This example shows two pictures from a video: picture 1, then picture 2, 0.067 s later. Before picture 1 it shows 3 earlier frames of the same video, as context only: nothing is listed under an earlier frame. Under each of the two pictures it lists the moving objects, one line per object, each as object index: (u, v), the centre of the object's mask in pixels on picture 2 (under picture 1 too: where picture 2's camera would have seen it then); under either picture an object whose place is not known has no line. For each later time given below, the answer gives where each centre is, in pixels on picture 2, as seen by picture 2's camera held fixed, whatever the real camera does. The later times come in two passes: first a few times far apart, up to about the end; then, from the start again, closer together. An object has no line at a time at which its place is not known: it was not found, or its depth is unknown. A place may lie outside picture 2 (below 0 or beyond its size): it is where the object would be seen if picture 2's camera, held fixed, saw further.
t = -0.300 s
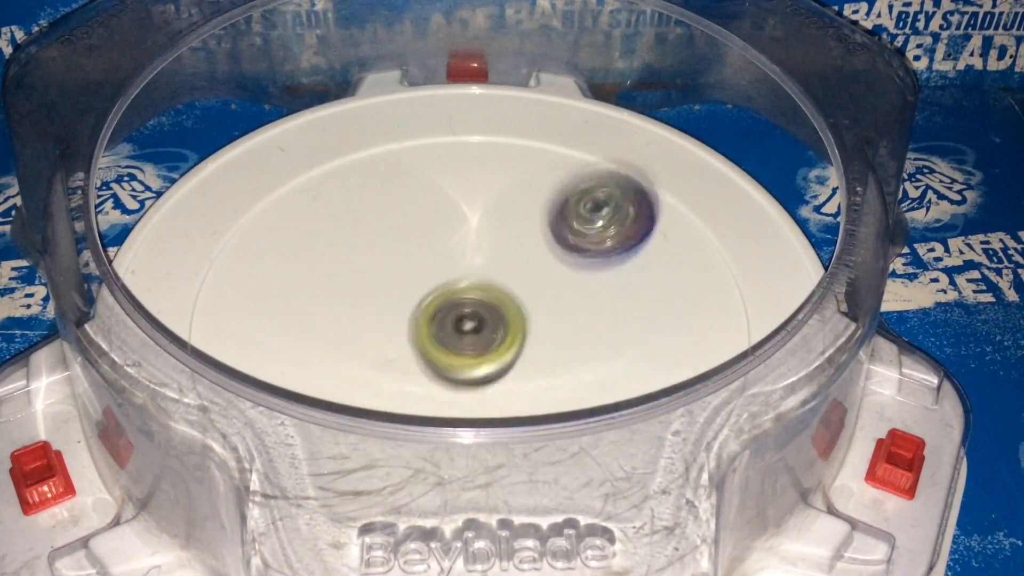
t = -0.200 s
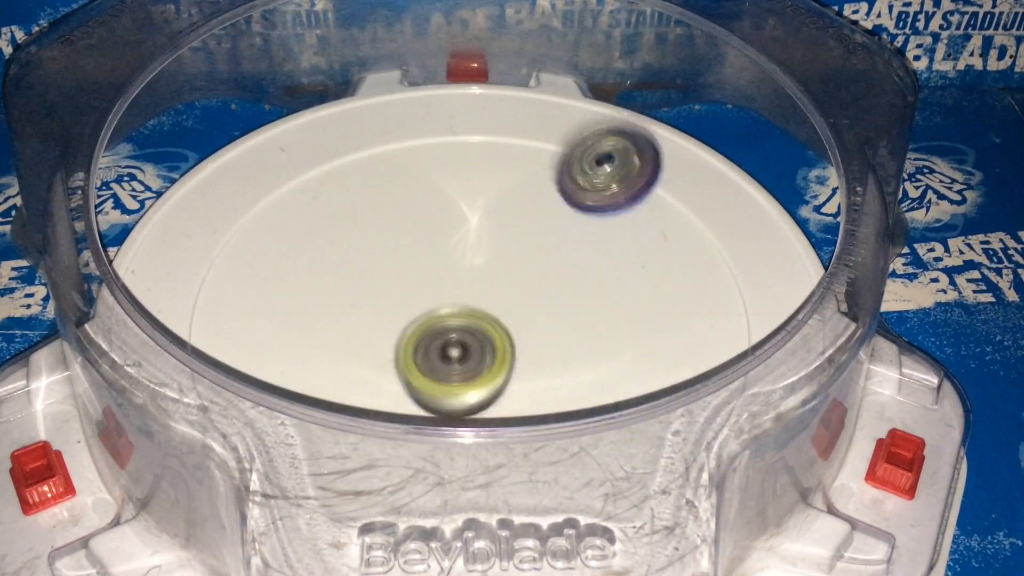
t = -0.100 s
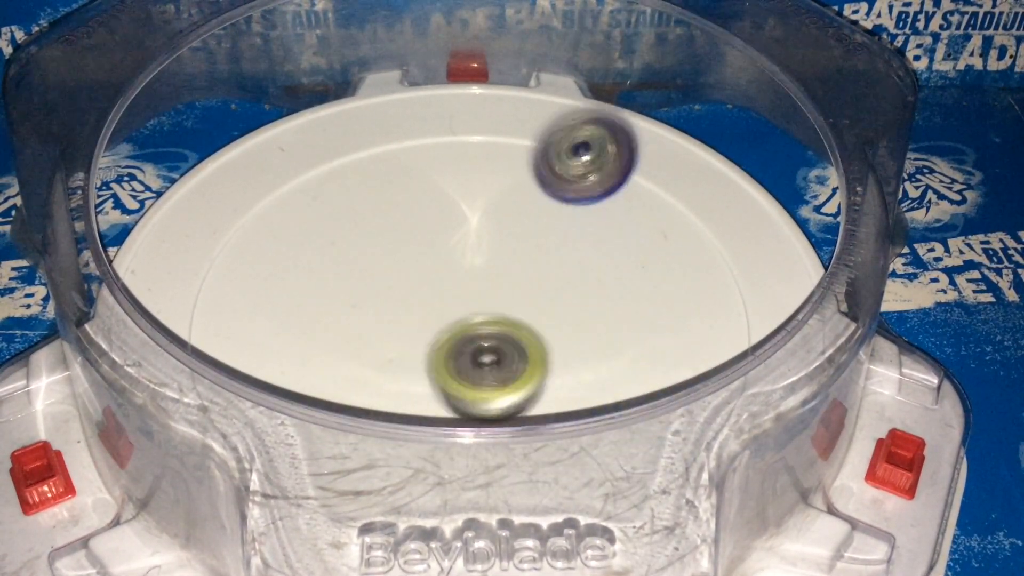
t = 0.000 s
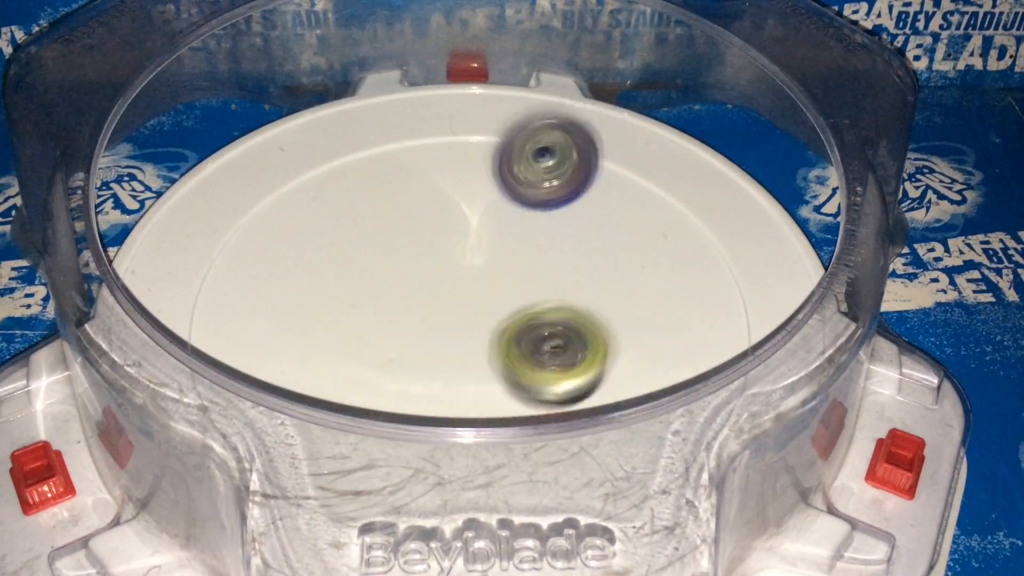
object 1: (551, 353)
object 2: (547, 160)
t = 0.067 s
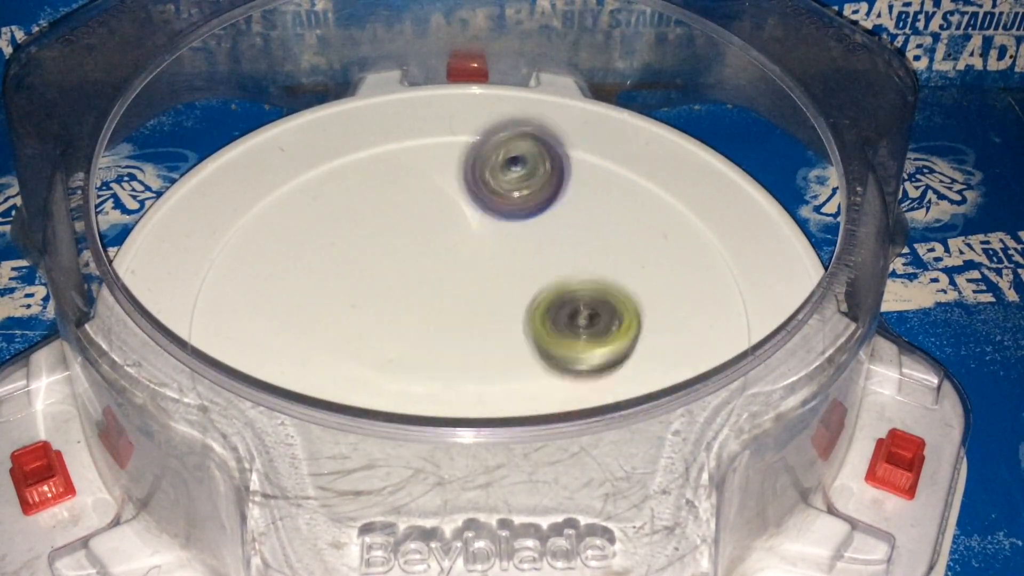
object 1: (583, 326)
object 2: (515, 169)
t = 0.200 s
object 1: (570, 259)
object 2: (456, 202)
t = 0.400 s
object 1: (465, 249)
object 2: (344, 251)
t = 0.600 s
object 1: (527, 312)
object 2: (246, 298)
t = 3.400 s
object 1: (611, 293)
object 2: (516, 200)
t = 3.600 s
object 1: (596, 214)
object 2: (427, 205)
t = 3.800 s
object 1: (465, 236)
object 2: (346, 251)
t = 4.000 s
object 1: (458, 328)
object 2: (284, 324)
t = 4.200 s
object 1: (547, 379)
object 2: (361, 385)
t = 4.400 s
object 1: (593, 322)
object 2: (530, 396)
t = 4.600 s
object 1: (488, 243)
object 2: (628, 365)
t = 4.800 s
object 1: (362, 233)
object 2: (589, 283)
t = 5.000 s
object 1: (285, 296)
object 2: (480, 198)
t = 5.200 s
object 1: (385, 365)
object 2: (367, 171)
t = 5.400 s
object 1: (524, 342)
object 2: (310, 239)
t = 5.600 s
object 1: (589, 261)
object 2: (347, 369)
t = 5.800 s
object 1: (531, 196)
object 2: (496, 453)
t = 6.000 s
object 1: (422, 229)
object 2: (623, 375)
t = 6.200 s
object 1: (377, 317)
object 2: (612, 262)
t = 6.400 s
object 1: (433, 388)
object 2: (497, 182)
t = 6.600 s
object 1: (553, 380)
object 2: (360, 192)
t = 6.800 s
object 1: (555, 303)
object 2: (287, 282)
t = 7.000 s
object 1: (471, 240)
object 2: (366, 392)
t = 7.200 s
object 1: (363, 226)
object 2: (546, 409)
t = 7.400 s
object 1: (319, 295)
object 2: (621, 314)
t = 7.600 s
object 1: (426, 352)
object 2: (561, 224)
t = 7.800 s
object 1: (550, 330)
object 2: (426, 193)
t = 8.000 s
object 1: (594, 259)
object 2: (321, 242)
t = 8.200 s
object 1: (511, 222)
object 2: (338, 346)
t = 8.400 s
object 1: (413, 266)
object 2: (491, 385)
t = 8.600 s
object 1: (373, 344)
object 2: (597, 308)
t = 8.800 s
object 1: (449, 389)
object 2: (565, 230)
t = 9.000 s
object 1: (532, 349)
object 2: (466, 201)
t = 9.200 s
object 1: (509, 270)
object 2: (382, 220)
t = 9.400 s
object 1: (455, 220)
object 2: (317, 244)
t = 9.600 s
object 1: (484, 202)
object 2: (276, 257)
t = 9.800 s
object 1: (502, 243)
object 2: (337, 244)
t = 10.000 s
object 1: (549, 299)
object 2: (363, 256)
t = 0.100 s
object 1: (590, 308)
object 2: (500, 175)
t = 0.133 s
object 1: (589, 291)
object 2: (485, 183)
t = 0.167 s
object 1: (581, 274)
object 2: (470, 192)
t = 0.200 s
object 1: (570, 259)
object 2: (456, 202)
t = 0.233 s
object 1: (551, 246)
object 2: (441, 212)
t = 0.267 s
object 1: (541, 240)
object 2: (417, 219)
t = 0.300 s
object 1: (527, 236)
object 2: (396, 226)
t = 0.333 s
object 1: (507, 237)
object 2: (377, 234)
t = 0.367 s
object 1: (488, 241)
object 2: (359, 243)
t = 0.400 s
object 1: (465, 249)
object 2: (344, 251)
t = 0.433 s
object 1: (456, 260)
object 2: (322, 258)
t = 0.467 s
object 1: (464, 273)
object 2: (295, 266)
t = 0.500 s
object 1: (475, 285)
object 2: (274, 274)
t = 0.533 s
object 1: (492, 297)
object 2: (259, 282)
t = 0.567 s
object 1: (508, 305)
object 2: (251, 289)
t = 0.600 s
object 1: (527, 312)
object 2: (246, 298)
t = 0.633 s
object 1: (549, 314)
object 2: (244, 307)
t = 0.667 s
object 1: (566, 313)
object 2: (245, 316)
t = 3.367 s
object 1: (596, 306)
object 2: (528, 205)
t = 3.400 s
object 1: (611, 293)
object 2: (516, 200)
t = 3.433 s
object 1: (623, 280)
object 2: (501, 197)
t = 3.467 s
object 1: (628, 265)
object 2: (488, 196)
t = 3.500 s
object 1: (629, 250)
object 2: (473, 196)
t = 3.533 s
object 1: (624, 236)
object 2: (459, 197)
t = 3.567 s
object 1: (612, 223)
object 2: (443, 198)
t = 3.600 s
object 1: (596, 214)
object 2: (427, 205)
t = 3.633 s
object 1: (575, 209)
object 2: (413, 208)
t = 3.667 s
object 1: (554, 207)
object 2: (397, 214)
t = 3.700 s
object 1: (531, 209)
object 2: (384, 223)
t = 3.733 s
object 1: (508, 215)
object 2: (370, 231)
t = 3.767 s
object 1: (485, 225)
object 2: (358, 239)
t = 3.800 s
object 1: (465, 236)
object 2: (346, 251)
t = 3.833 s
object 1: (460, 247)
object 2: (323, 258)
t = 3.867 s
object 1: (454, 262)
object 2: (304, 272)
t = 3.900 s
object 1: (451, 279)
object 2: (292, 285)
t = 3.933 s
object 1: (450, 295)
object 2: (285, 296)
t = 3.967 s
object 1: (452, 312)
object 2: (281, 307)
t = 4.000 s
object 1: (458, 328)
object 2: (284, 324)
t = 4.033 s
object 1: (466, 344)
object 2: (288, 336)
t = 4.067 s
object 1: (478, 358)
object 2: (295, 346)
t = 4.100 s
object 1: (492, 369)
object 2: (308, 360)
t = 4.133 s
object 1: (508, 376)
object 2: (322, 368)
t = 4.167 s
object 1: (527, 378)
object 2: (338, 375)
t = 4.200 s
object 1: (547, 379)
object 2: (361, 385)
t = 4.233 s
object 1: (568, 377)
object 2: (385, 391)
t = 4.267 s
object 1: (586, 371)
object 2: (410, 394)
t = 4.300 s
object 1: (601, 364)
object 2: (438, 397)
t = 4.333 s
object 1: (606, 352)
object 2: (471, 398)
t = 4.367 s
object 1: (603, 337)
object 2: (502, 398)
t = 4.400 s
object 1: (593, 322)
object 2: (530, 396)
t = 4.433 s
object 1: (580, 305)
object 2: (556, 396)
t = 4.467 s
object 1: (565, 285)
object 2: (574, 389)
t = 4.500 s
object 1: (547, 270)
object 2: (597, 388)
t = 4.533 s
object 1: (528, 259)
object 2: (615, 381)
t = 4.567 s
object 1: (509, 250)
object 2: (623, 372)
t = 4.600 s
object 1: (488, 243)
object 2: (628, 365)
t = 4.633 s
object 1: (468, 238)
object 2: (629, 353)
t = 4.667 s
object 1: (447, 234)
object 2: (626, 341)
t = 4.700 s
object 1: (425, 231)
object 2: (622, 327)
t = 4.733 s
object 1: (404, 230)
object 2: (612, 312)
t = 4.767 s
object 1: (383, 230)
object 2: (602, 298)
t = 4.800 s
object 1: (362, 233)
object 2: (589, 283)
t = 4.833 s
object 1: (342, 237)
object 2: (574, 268)
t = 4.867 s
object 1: (324, 244)
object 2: (558, 253)
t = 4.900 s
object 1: (308, 253)
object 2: (540, 238)
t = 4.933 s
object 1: (295, 266)
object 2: (521, 223)
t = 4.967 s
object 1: (287, 280)
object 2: (501, 210)
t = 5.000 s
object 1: (285, 296)
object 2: (480, 198)
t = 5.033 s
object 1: (288, 312)
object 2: (459, 187)
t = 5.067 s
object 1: (299, 328)
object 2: (437, 179)
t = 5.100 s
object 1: (316, 342)
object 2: (417, 173)
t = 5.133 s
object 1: (336, 352)
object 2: (400, 170)
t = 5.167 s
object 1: (360, 360)
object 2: (383, 169)
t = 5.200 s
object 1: (385, 365)
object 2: (367, 171)
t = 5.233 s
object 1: (410, 368)
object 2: (353, 175)
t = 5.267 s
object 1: (435, 367)
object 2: (340, 183)
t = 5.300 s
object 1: (459, 365)
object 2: (330, 192)
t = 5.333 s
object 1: (482, 359)
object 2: (322, 206)
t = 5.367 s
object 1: (504, 351)
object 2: (314, 221)
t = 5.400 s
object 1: (524, 342)
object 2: (310, 239)
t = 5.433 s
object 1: (542, 330)
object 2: (307, 259)
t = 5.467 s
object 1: (557, 318)
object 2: (307, 280)
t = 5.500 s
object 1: (569, 305)
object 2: (312, 305)
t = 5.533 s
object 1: (579, 291)
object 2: (317, 321)
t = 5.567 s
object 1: (586, 276)
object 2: (330, 346)
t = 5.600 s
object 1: (589, 261)
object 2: (347, 369)
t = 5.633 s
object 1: (588, 247)
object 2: (364, 382)
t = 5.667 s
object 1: (584, 233)
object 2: (384, 407)
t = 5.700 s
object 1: (576, 220)
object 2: (411, 424)
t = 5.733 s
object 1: (564, 209)
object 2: (434, 445)
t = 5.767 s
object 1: (549, 201)
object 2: (468, 450)
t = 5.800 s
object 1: (531, 196)
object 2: (496, 453)
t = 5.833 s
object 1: (512, 195)
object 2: (528, 450)
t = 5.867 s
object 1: (492, 197)
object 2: (554, 444)
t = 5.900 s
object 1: (473, 201)
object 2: (575, 421)
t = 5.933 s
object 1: (454, 209)
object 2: (595, 411)
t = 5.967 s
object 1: (438, 218)
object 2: (613, 384)
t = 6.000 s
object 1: (422, 229)
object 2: (623, 375)
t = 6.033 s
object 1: (409, 241)
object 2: (626, 360)
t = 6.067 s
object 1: (399, 255)
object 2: (631, 337)
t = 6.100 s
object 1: (391, 269)
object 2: (632, 321)
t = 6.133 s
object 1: (384, 285)
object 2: (625, 300)
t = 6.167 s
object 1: (379, 301)
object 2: (621, 277)
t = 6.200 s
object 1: (377, 317)
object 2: (612, 262)
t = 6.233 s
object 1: (378, 333)
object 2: (596, 244)
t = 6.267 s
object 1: (382, 350)
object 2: (580, 225)
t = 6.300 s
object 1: (389, 364)
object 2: (563, 213)
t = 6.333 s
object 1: (400, 373)
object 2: (542, 202)
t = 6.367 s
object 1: (415, 382)
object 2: (519, 188)
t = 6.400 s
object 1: (433, 388)
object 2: (497, 182)
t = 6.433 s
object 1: (452, 405)
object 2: (472, 179)
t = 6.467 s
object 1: (474, 410)
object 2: (448, 173)
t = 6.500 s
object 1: (496, 409)
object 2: (425, 174)
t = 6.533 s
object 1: (519, 403)
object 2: (403, 176)
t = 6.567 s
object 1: (537, 387)
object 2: (382, 182)
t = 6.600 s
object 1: (553, 380)
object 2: (360, 192)
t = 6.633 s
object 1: (565, 372)
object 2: (342, 199)
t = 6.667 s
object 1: (572, 361)
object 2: (325, 214)
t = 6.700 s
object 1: (573, 346)
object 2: (308, 231)
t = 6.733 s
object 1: (570, 331)
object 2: (299, 244)
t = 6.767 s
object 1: (564, 317)
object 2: (292, 265)
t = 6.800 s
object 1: (555, 303)
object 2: (287, 282)
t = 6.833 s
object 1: (544, 290)
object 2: (291, 306)
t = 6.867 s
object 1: (532, 278)
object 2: (298, 331)
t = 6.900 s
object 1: (518, 267)
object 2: (307, 346)
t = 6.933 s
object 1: (503, 257)
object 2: (326, 368)
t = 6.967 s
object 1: (488, 248)
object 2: (343, 379)
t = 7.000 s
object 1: (471, 240)
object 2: (366, 392)
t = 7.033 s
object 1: (453, 233)
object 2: (393, 412)
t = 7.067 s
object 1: (435, 228)
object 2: (418, 418)
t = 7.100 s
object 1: (417, 224)
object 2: (455, 426)
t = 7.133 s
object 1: (398, 223)
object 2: (487, 423)
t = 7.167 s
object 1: (380, 223)
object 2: (515, 416)
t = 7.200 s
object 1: (363, 226)
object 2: (546, 409)
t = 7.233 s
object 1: (346, 232)
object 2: (565, 393)
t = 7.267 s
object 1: (332, 240)
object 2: (585, 380)
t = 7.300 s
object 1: (321, 252)
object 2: (598, 369)
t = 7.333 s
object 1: (315, 265)
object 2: (612, 351)
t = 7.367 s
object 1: (314, 280)
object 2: (621, 334)
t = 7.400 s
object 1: (319, 295)
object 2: (621, 314)
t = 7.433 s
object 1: (329, 309)
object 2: (621, 299)
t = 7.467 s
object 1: (344, 321)
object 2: (614, 278)
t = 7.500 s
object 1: (361, 333)
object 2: (607, 263)
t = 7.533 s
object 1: (381, 342)
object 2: (595, 249)
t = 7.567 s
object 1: (404, 348)
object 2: (580, 235)
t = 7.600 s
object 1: (426, 352)
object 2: (561, 224)
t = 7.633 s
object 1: (448, 353)
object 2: (542, 214)
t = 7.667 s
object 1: (470, 352)
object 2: (522, 205)
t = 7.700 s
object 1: (493, 350)
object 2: (499, 199)
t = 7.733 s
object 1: (514, 344)
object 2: (473, 195)
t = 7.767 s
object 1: (533, 338)
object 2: (451, 192)
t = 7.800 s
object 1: (550, 330)
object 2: (426, 193)
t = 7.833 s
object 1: (565, 320)
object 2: (403, 195)
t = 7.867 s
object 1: (577, 310)
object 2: (382, 200)
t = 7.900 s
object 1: (587, 298)
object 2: (364, 205)
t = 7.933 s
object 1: (594, 285)
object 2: (345, 216)
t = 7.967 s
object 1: (596, 271)
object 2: (331, 226)
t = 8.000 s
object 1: (594, 259)
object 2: (321, 242)
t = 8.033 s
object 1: (588, 246)
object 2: (312, 252)
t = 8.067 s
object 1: (578, 236)
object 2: (310, 272)
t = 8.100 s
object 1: (564, 228)
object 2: (309, 293)
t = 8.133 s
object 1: (548, 223)
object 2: (314, 311)
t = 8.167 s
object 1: (530, 221)
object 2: (324, 331)
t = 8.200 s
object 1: (511, 222)
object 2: (338, 346)
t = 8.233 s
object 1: (492, 225)
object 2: (363, 363)
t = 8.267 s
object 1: (474, 230)
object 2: (386, 375)
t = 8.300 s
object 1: (457, 237)
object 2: (413, 383)
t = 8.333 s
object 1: (440, 246)
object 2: (439, 386)
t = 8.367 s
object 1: (427, 255)
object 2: (465, 387)
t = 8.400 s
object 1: (413, 266)
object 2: (491, 385)
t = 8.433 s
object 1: (402, 277)
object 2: (518, 379)
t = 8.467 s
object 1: (392, 289)
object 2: (542, 370)
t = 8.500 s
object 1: (384, 302)
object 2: (559, 358)
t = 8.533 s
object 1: (376, 316)
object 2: (577, 342)
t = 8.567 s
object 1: (373, 330)
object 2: (587, 326)
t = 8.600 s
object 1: (373, 344)
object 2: (597, 308)
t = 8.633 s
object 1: (375, 358)
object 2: (597, 294)
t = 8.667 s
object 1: (383, 369)
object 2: (597, 277)
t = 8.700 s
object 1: (394, 376)
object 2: (593, 263)
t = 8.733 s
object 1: (410, 383)
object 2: (586, 250)
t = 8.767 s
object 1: (428, 387)
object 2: (577, 240)
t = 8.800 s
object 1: (449, 389)
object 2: (565, 230)
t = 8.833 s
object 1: (470, 389)
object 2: (551, 221)
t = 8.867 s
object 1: (489, 385)
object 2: (536, 214)
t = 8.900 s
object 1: (505, 380)
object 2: (519, 209)
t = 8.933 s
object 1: (518, 374)
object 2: (501, 205)
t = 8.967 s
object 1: (527, 363)
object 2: (484, 203)
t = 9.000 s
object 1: (532, 349)
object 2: (466, 201)
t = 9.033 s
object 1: (534, 336)
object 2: (449, 201)
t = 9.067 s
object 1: (533, 322)
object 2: (434, 203)
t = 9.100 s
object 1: (530, 307)
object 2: (420, 206)
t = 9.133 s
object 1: (524, 295)
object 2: (406, 210)
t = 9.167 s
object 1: (517, 282)
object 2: (394, 216)
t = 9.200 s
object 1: (509, 270)
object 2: (382, 220)
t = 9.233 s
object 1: (498, 259)
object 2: (370, 225)
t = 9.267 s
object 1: (487, 249)
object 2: (360, 230)
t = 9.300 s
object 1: (474, 240)
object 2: (352, 236)
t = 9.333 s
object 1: (461, 232)
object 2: (345, 241)
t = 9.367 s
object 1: (450, 226)
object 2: (337, 244)
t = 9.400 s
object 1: (455, 220)
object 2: (317, 244)
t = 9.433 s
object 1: (463, 215)
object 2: (299, 247)
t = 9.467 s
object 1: (470, 209)
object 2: (287, 251)
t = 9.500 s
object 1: (476, 204)
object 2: (278, 254)
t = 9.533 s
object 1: (480, 201)
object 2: (274, 256)
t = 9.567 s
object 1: (483, 201)
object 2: (273, 257)
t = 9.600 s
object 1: (484, 202)
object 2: (276, 257)
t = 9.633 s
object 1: (487, 204)
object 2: (284, 256)
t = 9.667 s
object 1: (488, 209)
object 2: (293, 256)
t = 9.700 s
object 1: (490, 215)
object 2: (303, 253)
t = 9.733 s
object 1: (492, 223)
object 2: (315, 250)
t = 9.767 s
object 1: (497, 232)
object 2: (327, 247)
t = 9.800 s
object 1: (502, 243)
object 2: (337, 244)
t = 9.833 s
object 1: (509, 253)
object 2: (346, 244)
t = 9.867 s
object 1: (516, 263)
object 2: (353, 244)
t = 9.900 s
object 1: (524, 273)
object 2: (357, 246)
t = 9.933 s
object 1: (532, 282)
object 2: (360, 248)
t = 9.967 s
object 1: (540, 292)
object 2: (361, 251)
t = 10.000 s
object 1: (549, 299)
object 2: (363, 256)
